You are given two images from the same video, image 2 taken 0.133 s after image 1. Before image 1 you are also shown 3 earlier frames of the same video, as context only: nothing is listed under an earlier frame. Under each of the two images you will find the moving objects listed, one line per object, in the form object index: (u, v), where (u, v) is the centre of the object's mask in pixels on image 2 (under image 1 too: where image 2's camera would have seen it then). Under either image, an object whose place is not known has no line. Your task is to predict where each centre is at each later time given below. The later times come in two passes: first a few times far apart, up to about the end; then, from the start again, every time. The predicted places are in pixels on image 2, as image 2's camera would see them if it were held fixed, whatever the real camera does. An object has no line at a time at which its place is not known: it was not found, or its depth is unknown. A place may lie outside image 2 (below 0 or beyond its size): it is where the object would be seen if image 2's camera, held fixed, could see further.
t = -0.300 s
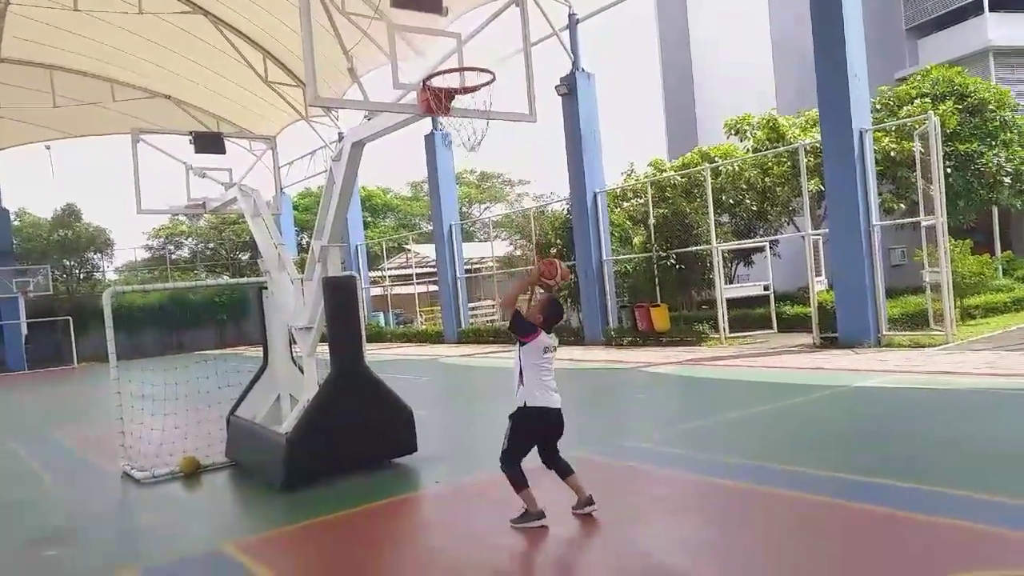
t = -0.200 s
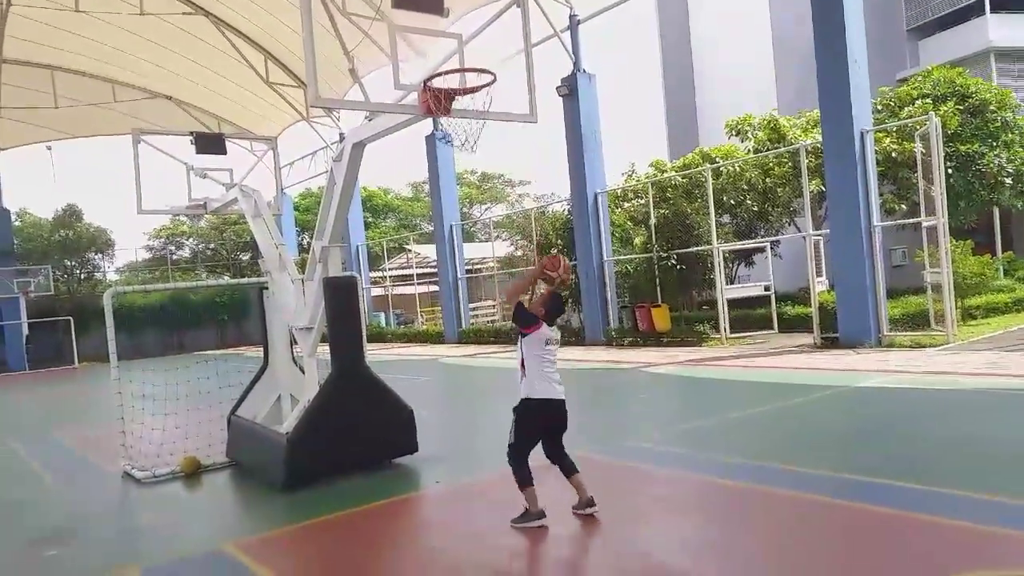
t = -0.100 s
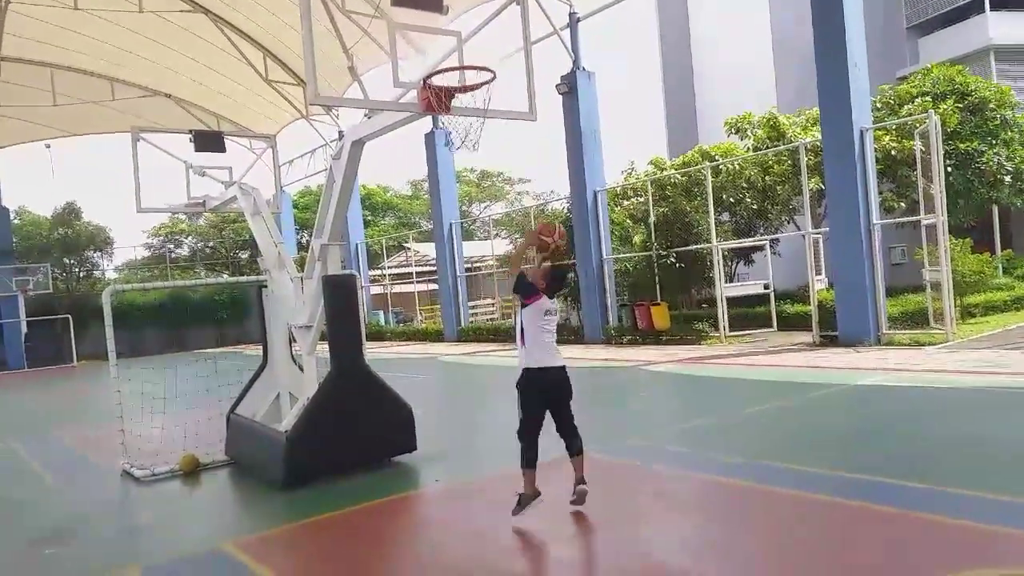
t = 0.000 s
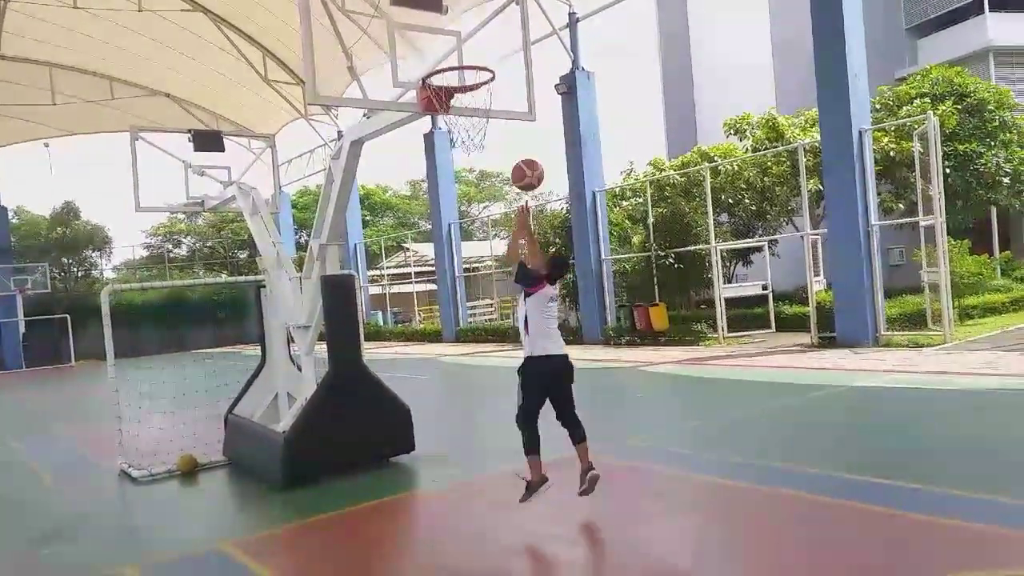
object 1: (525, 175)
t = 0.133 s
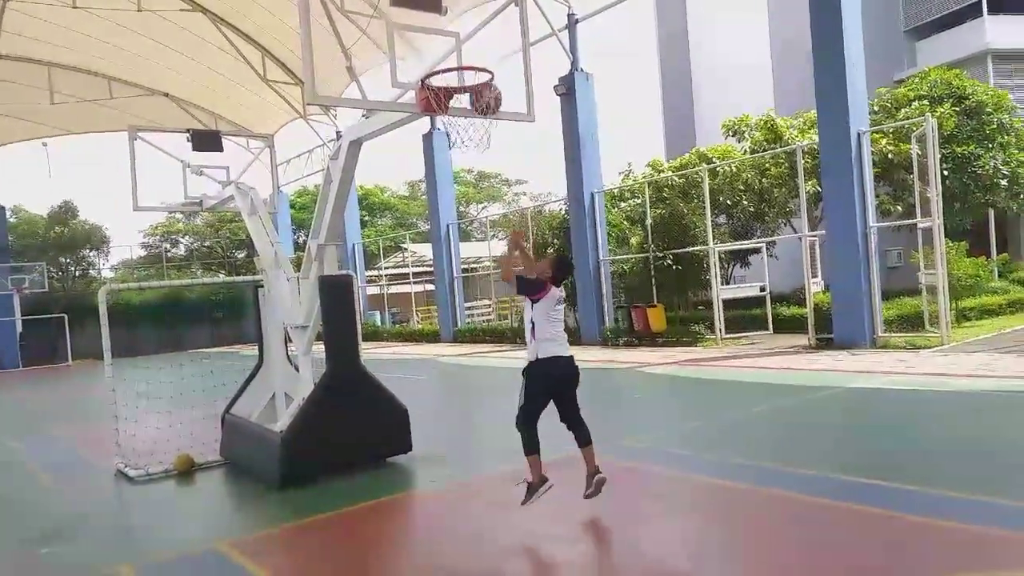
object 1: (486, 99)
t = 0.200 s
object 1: (467, 70)
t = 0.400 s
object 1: (464, 44)
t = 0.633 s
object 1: (459, 89)
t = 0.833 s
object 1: (447, 177)
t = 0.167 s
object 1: (475, 83)
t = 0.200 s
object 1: (467, 70)
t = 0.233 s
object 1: (466, 62)
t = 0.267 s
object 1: (465, 56)
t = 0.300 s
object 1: (465, 50)
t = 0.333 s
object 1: (465, 47)
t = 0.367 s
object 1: (465, 45)
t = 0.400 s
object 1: (464, 44)
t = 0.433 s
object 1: (462, 45)
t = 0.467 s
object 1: (462, 47)
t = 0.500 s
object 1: (463, 50)
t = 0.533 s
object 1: (464, 58)
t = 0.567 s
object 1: (464, 66)
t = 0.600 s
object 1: (462, 77)
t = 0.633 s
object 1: (459, 89)
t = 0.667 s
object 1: (457, 103)
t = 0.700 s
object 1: (455, 118)
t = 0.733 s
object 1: (453, 132)
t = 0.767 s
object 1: (450, 146)
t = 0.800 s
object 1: (449, 161)
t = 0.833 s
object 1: (447, 177)
